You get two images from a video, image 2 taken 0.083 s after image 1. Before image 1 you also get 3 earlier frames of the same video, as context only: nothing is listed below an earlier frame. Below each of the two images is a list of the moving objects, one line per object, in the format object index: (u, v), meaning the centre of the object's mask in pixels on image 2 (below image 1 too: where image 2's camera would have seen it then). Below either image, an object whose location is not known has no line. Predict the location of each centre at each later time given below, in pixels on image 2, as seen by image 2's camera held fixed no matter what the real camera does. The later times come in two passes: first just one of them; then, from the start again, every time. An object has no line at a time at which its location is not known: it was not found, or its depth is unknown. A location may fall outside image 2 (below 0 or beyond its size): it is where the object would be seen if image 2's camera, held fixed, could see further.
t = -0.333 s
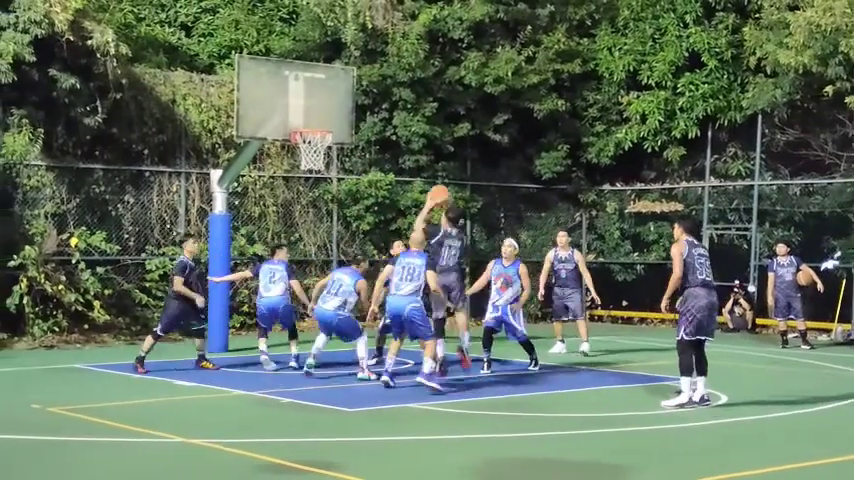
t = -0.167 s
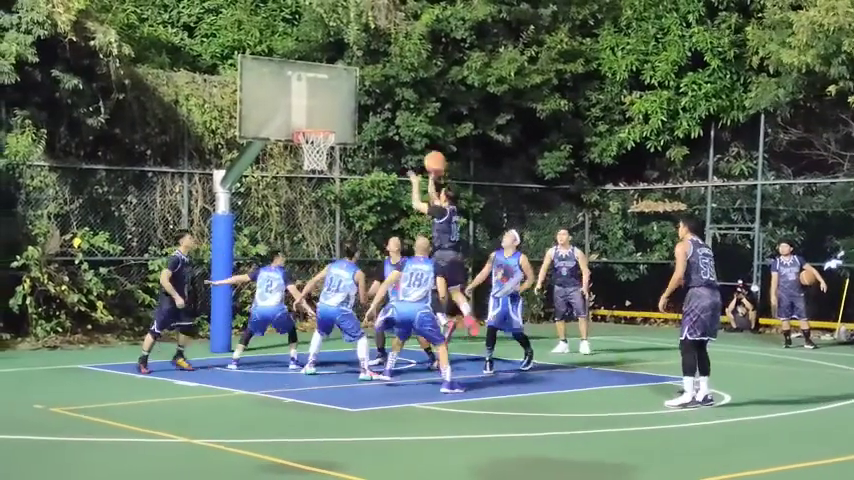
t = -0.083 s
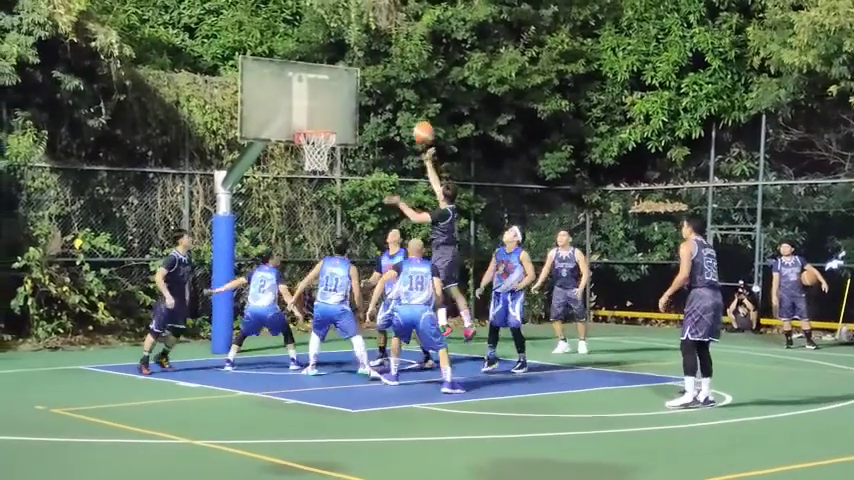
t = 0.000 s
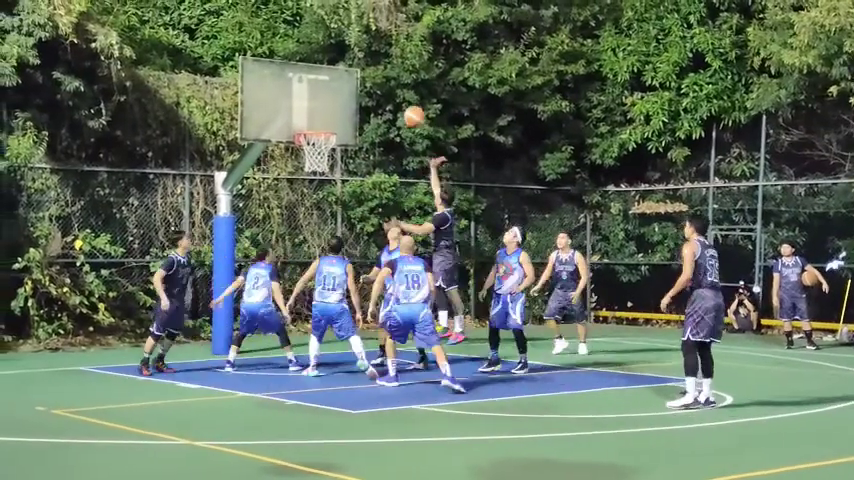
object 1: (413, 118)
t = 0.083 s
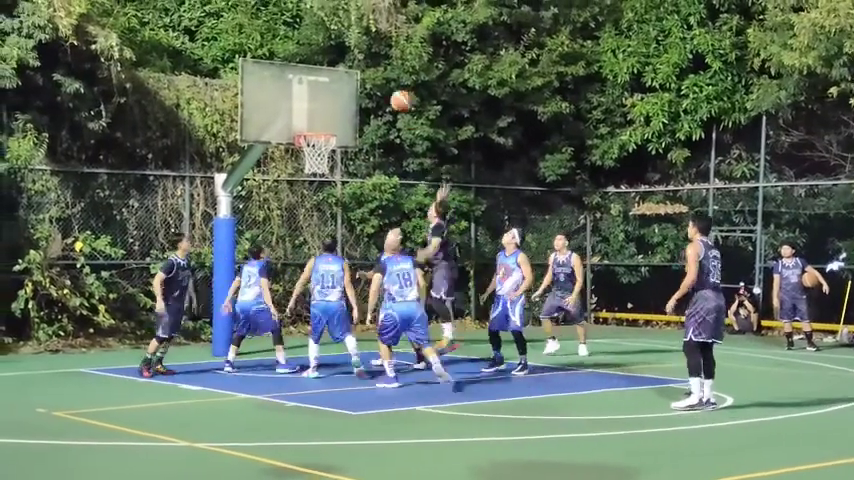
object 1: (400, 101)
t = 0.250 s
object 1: (379, 90)
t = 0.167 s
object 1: (391, 93)
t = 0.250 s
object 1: (379, 90)
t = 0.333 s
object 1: (370, 92)
